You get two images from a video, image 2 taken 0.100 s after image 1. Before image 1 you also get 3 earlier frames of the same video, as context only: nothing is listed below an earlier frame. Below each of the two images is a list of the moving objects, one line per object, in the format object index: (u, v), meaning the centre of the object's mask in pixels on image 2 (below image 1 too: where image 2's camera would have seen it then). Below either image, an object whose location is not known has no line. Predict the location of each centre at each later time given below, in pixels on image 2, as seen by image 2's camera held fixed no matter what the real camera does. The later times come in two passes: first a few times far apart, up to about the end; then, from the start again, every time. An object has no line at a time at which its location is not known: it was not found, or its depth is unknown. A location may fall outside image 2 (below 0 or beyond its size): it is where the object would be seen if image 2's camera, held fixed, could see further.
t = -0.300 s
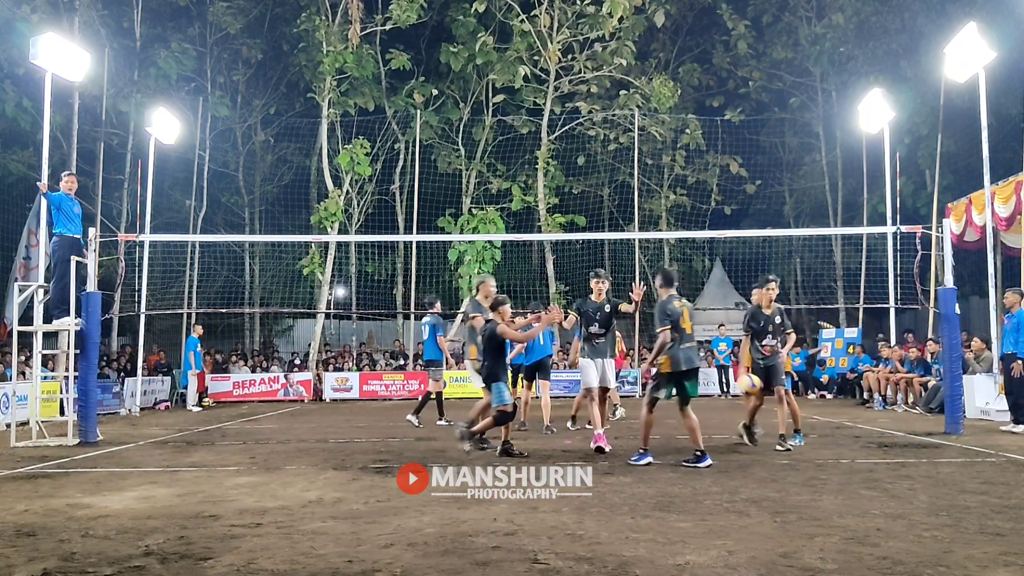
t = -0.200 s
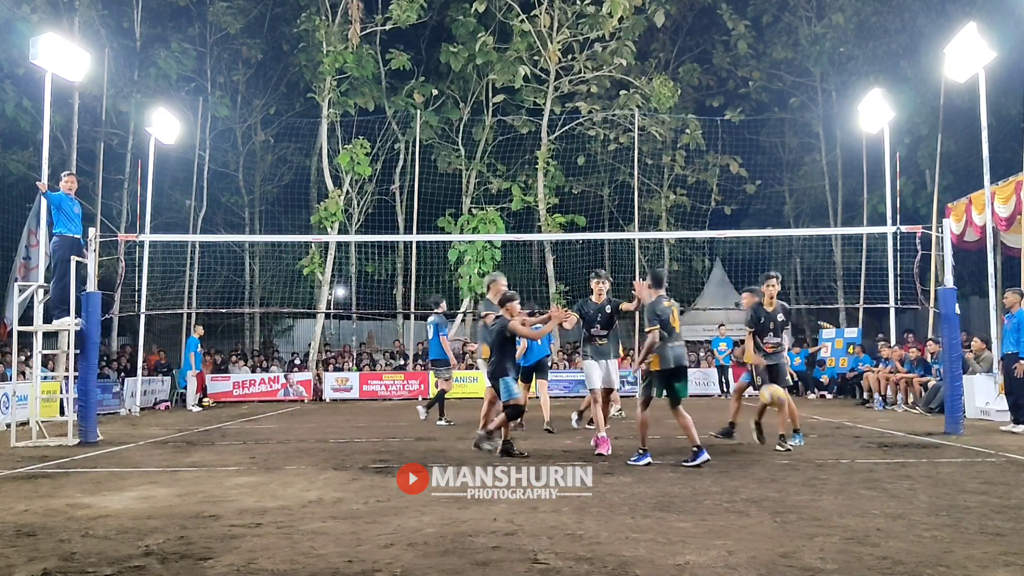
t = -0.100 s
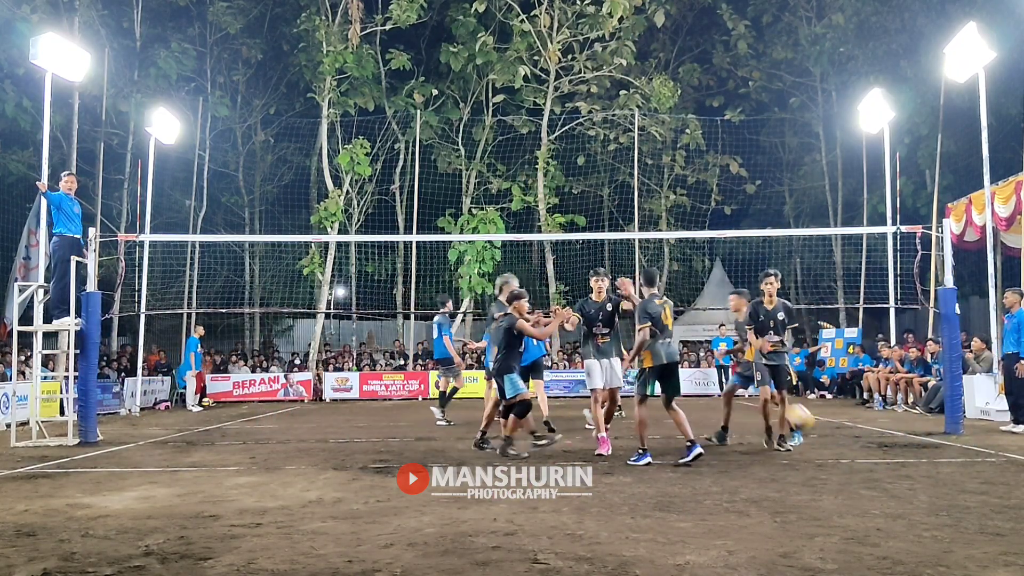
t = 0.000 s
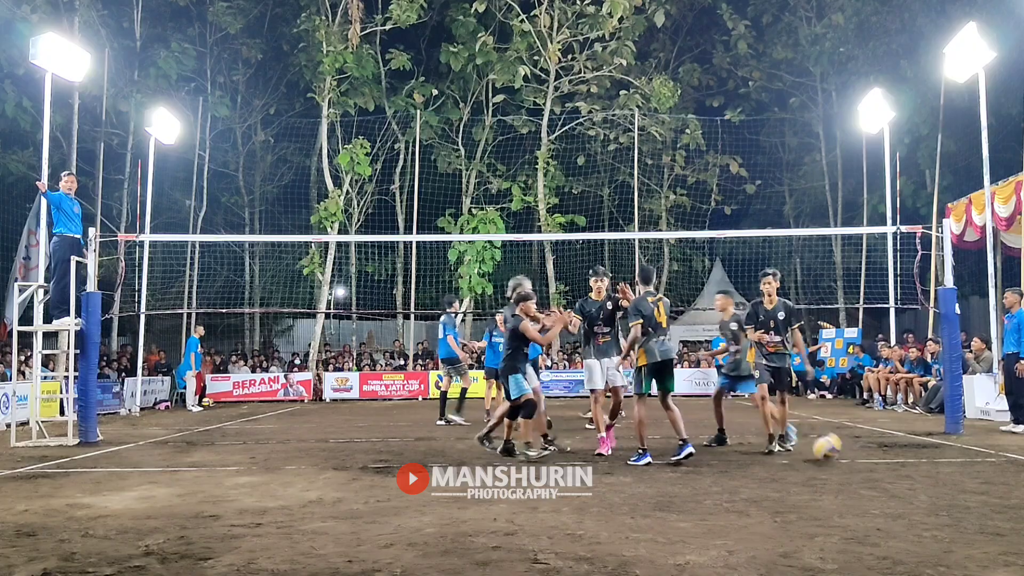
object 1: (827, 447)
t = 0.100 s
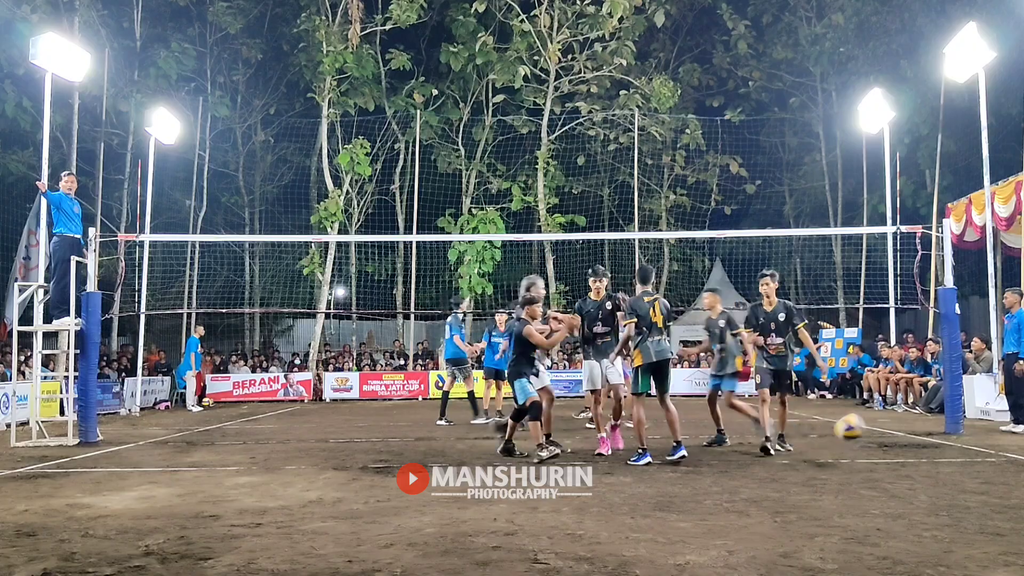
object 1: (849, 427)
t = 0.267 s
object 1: (888, 417)
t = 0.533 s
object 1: (963, 466)
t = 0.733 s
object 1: (1015, 438)
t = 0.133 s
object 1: (857, 422)
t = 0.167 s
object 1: (864, 419)
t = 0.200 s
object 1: (872, 417)
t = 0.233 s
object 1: (881, 416)
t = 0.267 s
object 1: (888, 417)
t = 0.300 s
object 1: (898, 418)
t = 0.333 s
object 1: (907, 422)
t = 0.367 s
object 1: (915, 425)
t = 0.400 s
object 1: (923, 432)
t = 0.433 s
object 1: (933, 440)
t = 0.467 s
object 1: (943, 449)
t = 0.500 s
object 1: (953, 462)
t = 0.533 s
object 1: (963, 466)
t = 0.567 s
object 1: (973, 456)
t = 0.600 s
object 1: (983, 449)
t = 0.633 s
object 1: (994, 444)
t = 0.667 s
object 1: (1005, 440)
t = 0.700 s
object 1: (1010, 438)
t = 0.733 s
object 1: (1015, 438)
